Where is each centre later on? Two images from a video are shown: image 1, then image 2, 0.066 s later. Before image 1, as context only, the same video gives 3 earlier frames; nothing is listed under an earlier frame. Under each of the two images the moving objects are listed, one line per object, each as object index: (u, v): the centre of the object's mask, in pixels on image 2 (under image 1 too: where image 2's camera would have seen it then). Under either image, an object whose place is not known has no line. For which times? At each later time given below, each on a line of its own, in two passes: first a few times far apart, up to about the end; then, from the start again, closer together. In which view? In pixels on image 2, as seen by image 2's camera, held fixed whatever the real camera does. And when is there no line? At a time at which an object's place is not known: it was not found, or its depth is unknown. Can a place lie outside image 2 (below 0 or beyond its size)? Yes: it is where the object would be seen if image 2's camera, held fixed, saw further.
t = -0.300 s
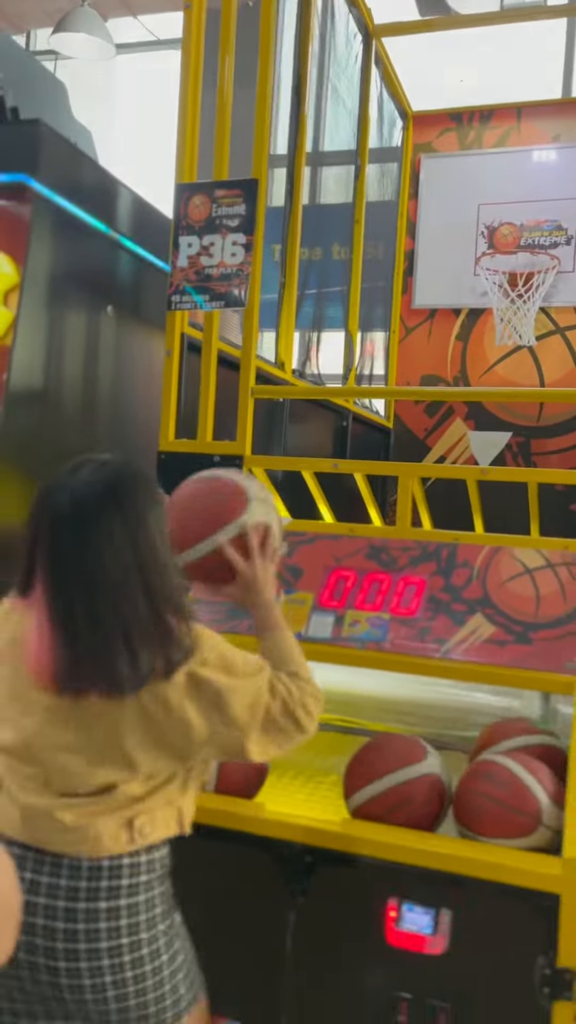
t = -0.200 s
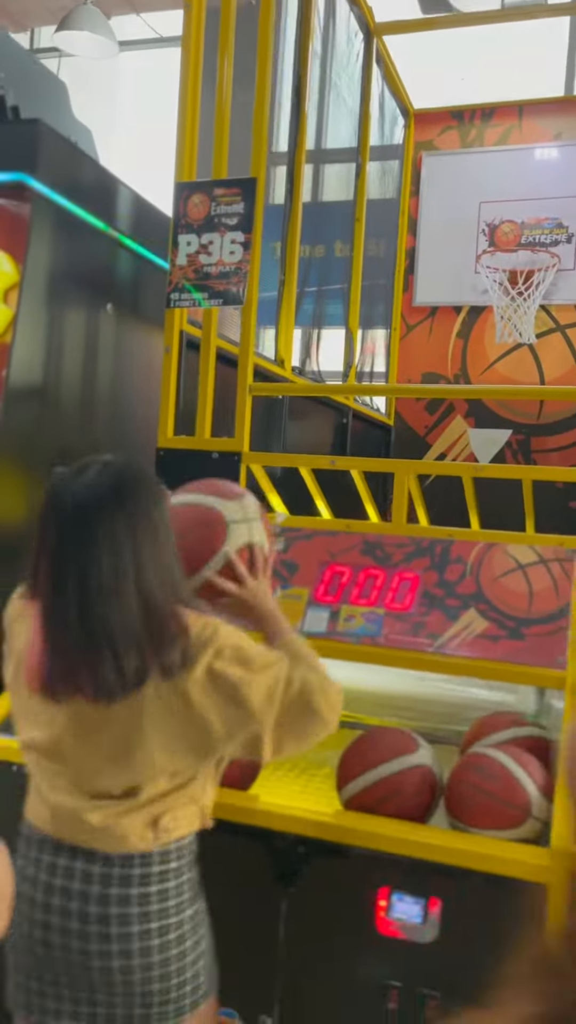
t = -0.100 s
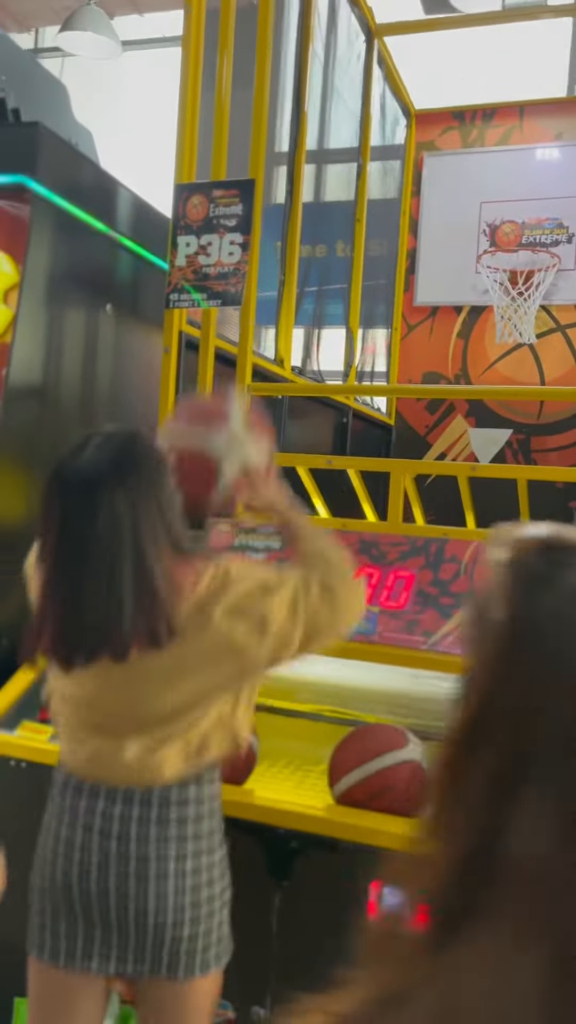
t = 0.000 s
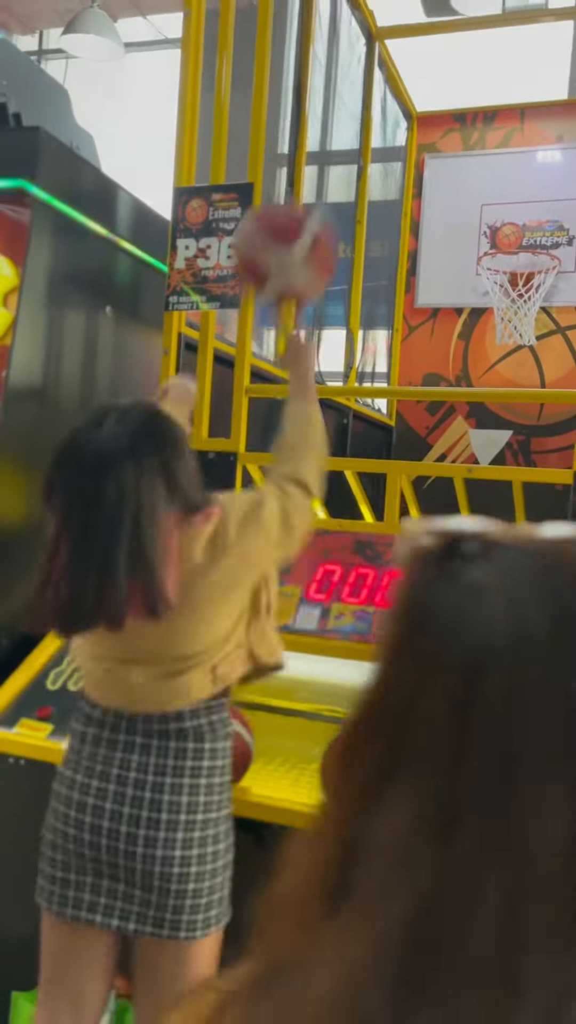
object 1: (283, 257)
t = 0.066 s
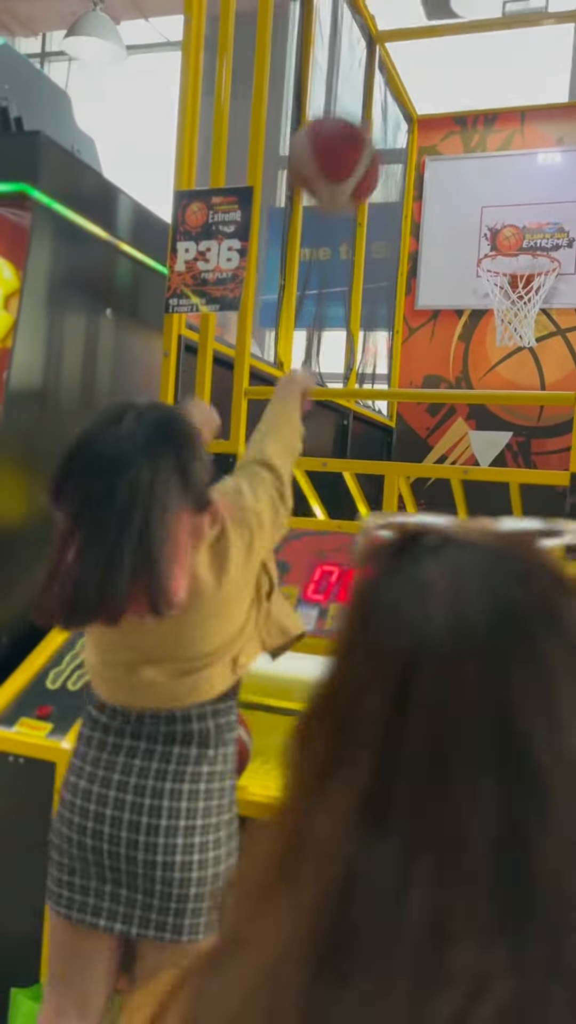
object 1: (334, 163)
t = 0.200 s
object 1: (414, 58)
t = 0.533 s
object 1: (519, 93)
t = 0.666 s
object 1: (542, 166)
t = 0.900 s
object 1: (561, 345)
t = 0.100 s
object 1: (358, 127)
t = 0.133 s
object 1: (378, 97)
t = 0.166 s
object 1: (397, 75)
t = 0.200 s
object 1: (414, 58)
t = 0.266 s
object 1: (442, 40)
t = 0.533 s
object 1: (519, 93)
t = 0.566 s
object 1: (525, 109)
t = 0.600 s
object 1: (530, 127)
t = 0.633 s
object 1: (537, 145)
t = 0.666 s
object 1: (542, 166)
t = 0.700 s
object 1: (546, 189)
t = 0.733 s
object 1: (549, 213)
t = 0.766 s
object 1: (552, 238)
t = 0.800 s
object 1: (558, 265)
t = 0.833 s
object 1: (558, 291)
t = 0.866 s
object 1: (560, 316)
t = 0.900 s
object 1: (561, 345)
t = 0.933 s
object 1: (561, 375)
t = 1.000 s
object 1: (565, 434)
